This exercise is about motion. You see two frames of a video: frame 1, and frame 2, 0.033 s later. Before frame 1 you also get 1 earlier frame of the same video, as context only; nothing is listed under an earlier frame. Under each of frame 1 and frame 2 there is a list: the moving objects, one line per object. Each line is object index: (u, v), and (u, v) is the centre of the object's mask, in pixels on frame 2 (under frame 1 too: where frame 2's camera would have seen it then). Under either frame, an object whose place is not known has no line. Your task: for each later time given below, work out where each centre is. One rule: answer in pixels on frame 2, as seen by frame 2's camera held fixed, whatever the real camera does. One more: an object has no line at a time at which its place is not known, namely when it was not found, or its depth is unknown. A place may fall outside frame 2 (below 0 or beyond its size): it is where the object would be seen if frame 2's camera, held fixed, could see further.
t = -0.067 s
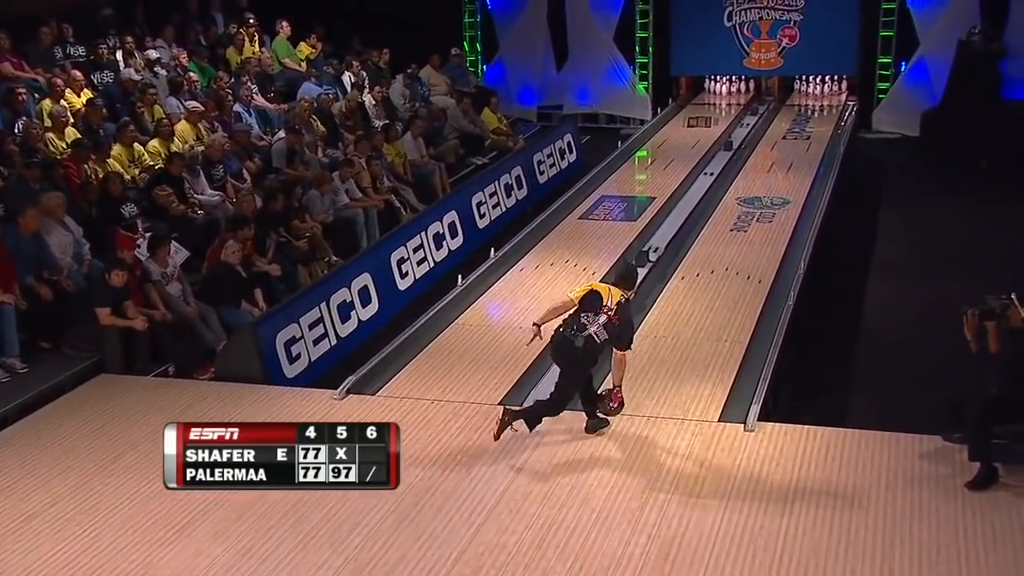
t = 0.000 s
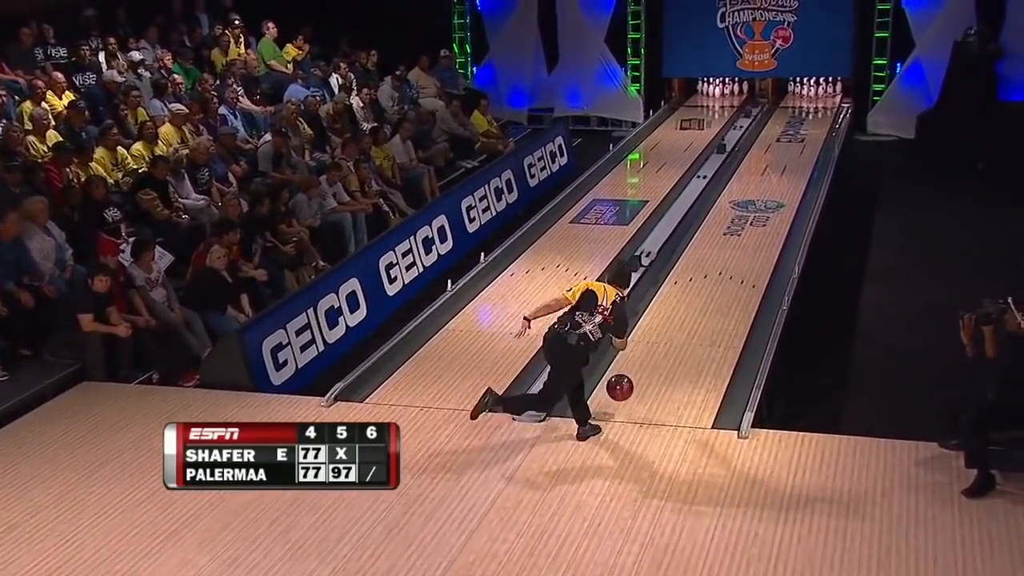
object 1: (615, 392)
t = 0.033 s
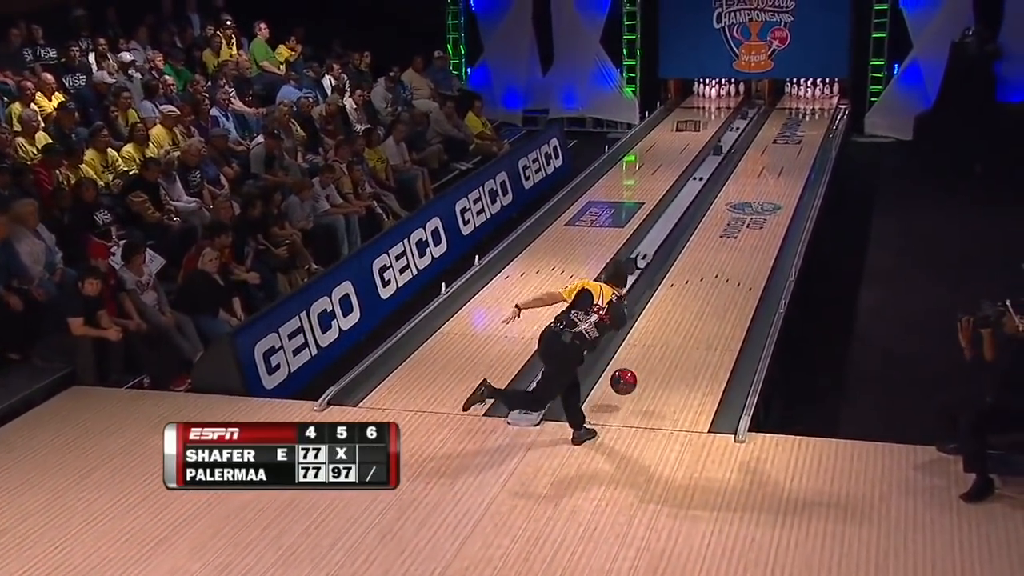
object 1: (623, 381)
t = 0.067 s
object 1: (631, 373)
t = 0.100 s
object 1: (637, 365)
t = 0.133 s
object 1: (644, 360)
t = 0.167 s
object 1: (651, 354)
